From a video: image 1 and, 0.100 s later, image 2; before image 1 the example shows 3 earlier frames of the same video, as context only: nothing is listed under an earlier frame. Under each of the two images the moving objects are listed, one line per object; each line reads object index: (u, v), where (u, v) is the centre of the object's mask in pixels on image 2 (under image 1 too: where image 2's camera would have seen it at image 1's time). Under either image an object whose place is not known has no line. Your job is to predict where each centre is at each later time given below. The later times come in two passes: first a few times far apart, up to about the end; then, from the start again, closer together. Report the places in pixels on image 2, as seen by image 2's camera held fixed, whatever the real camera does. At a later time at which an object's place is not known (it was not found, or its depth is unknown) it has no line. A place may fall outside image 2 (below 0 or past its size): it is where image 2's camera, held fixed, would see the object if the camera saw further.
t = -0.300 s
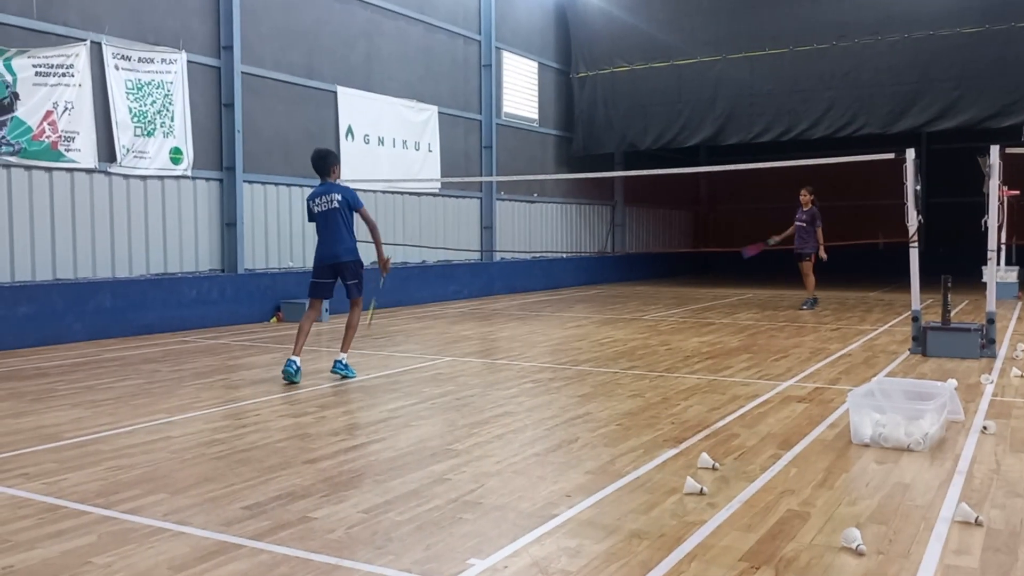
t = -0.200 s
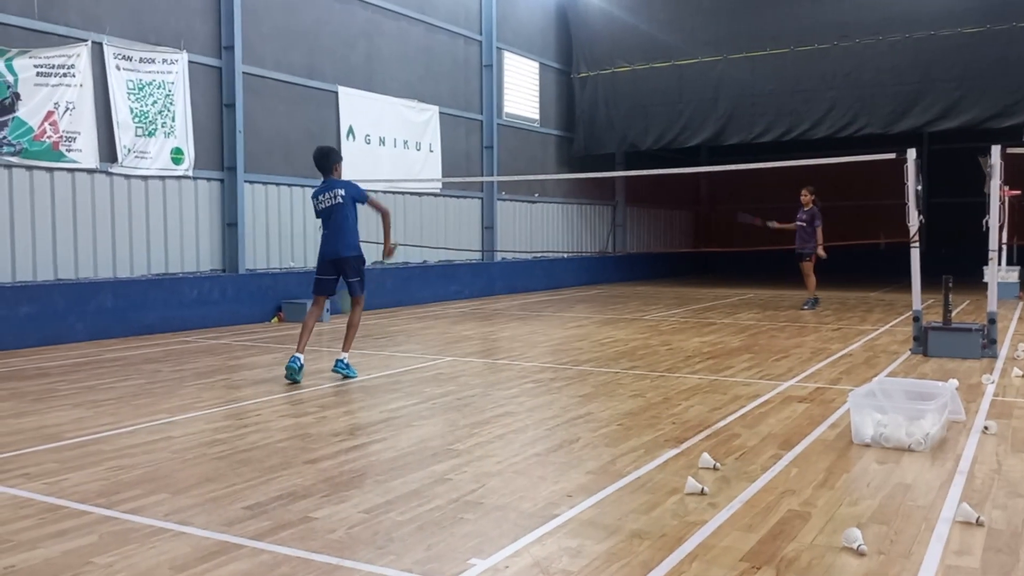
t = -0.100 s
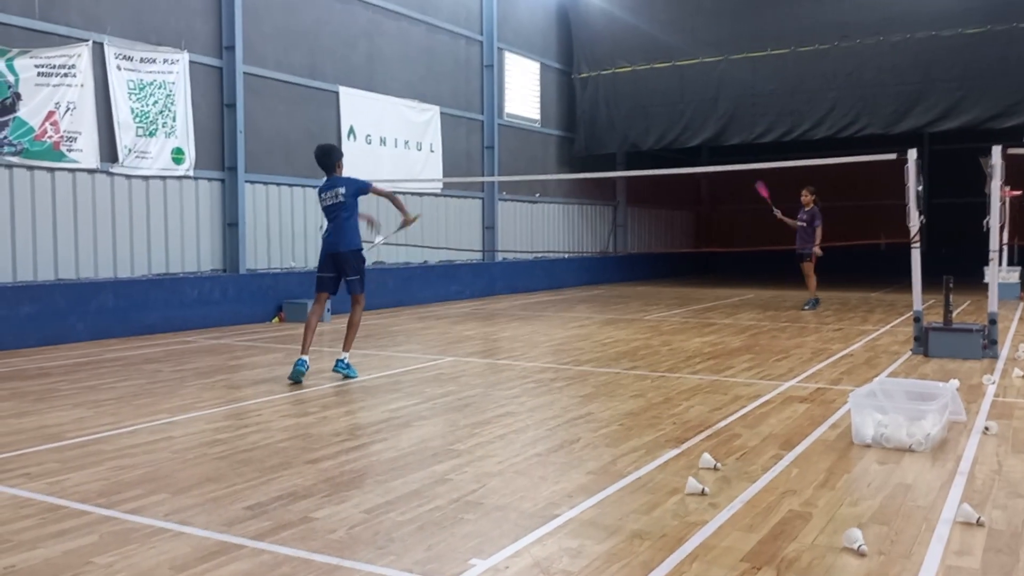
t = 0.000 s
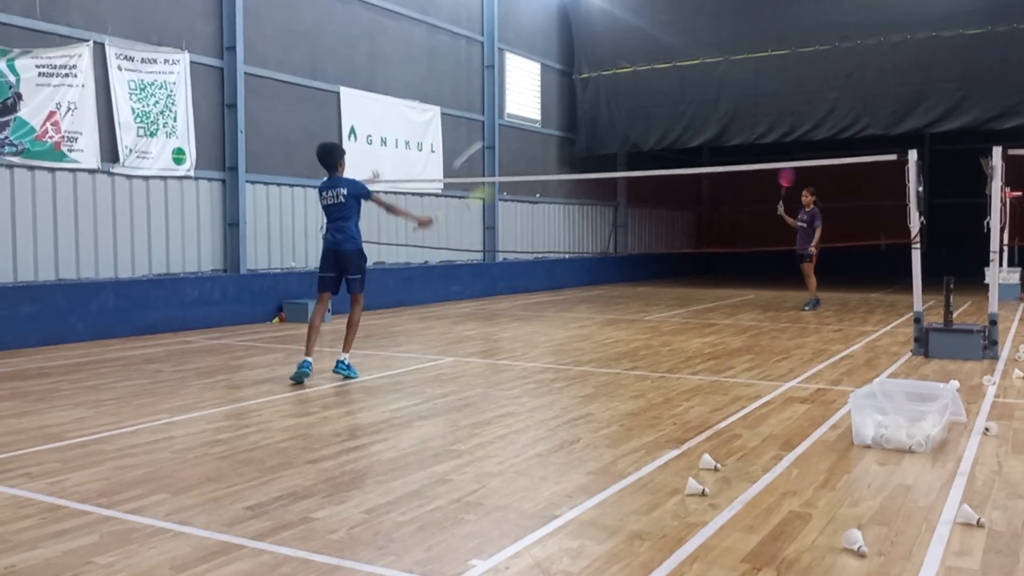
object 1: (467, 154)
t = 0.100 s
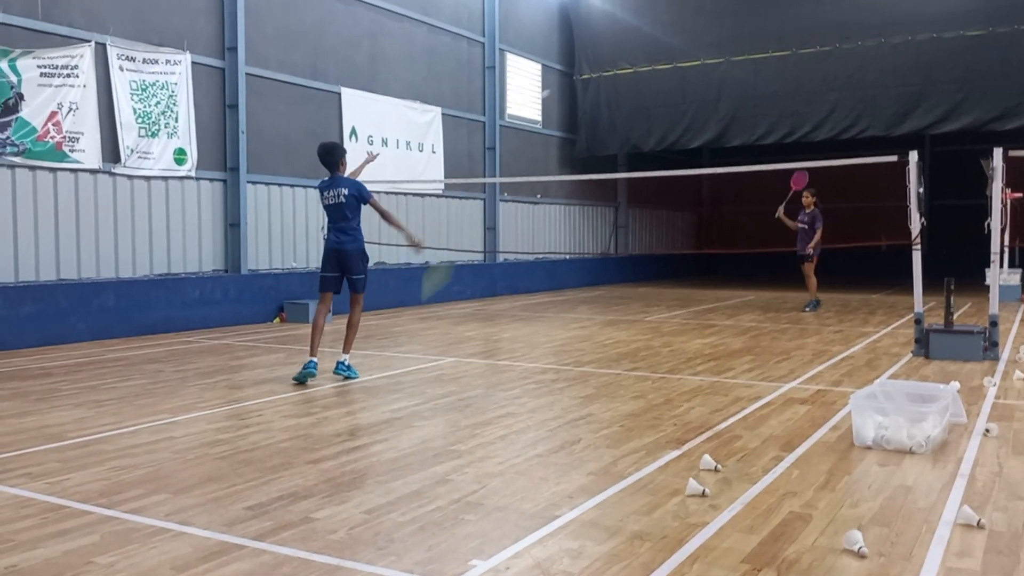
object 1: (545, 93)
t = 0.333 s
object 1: (622, 52)
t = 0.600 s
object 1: (671, 68)
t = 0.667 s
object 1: (681, 78)
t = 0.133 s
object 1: (556, 85)
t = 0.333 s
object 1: (622, 52)
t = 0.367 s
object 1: (630, 51)
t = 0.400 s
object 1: (637, 50)
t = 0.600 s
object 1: (671, 68)
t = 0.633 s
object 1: (675, 72)
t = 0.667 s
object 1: (681, 78)
